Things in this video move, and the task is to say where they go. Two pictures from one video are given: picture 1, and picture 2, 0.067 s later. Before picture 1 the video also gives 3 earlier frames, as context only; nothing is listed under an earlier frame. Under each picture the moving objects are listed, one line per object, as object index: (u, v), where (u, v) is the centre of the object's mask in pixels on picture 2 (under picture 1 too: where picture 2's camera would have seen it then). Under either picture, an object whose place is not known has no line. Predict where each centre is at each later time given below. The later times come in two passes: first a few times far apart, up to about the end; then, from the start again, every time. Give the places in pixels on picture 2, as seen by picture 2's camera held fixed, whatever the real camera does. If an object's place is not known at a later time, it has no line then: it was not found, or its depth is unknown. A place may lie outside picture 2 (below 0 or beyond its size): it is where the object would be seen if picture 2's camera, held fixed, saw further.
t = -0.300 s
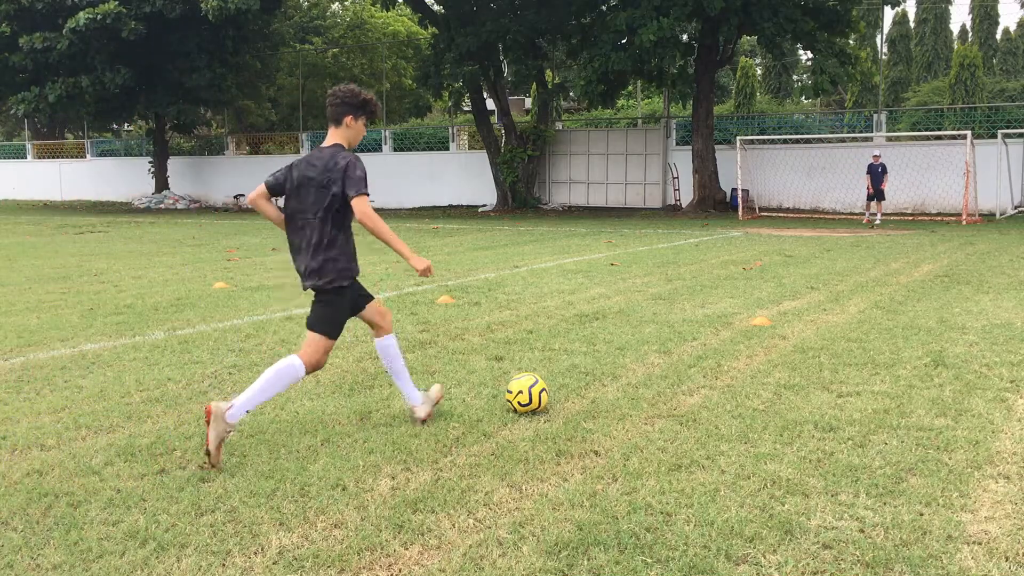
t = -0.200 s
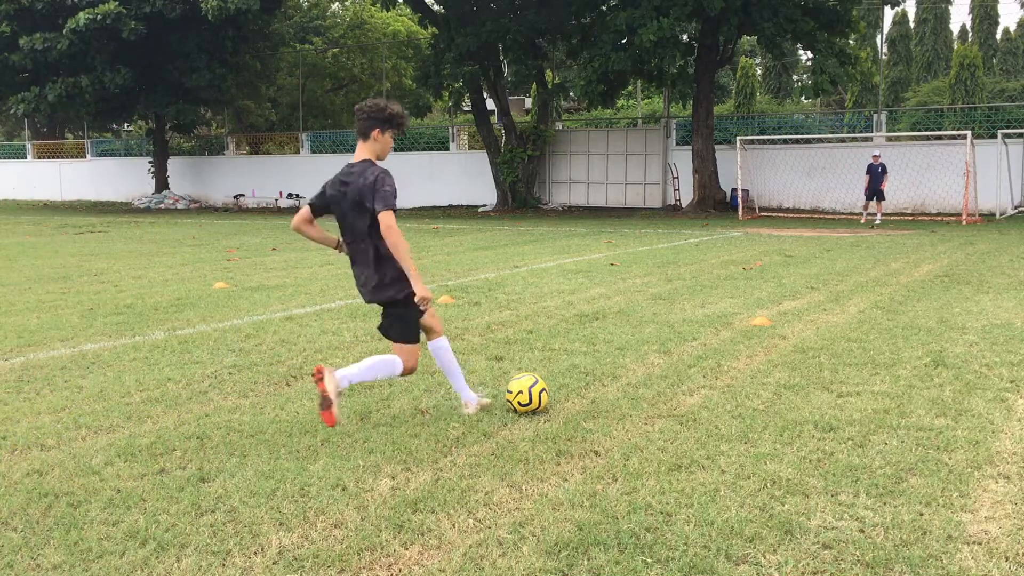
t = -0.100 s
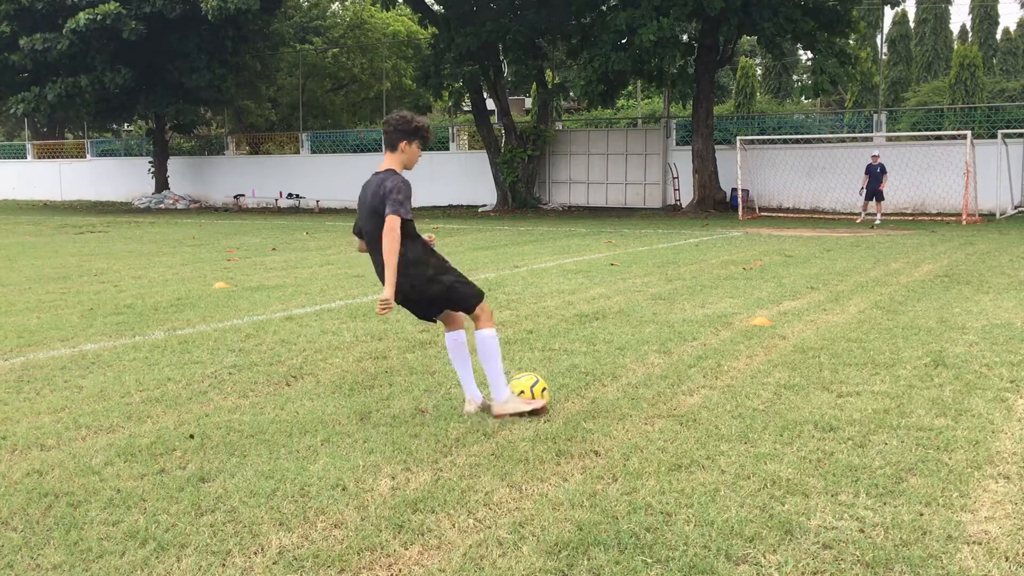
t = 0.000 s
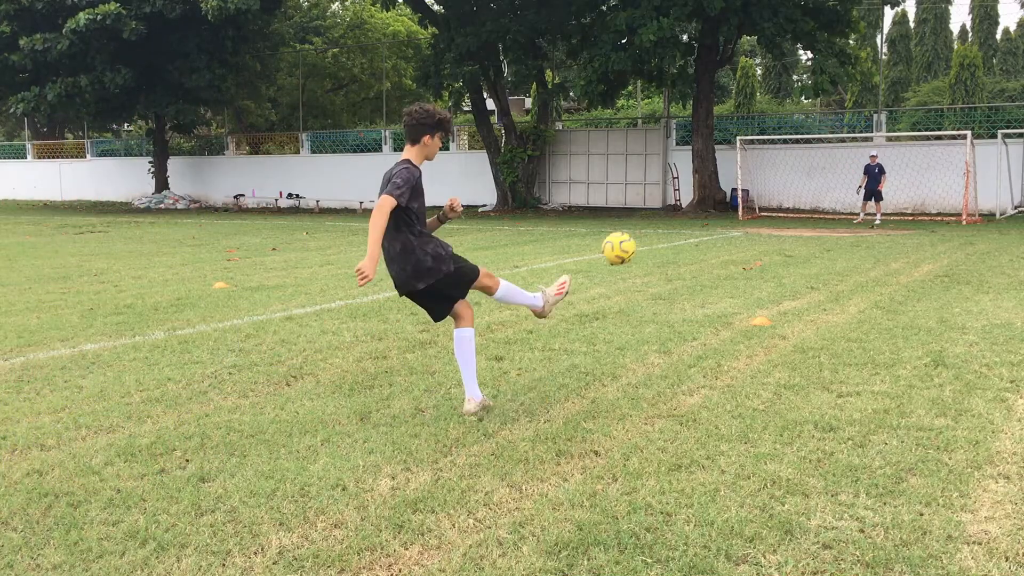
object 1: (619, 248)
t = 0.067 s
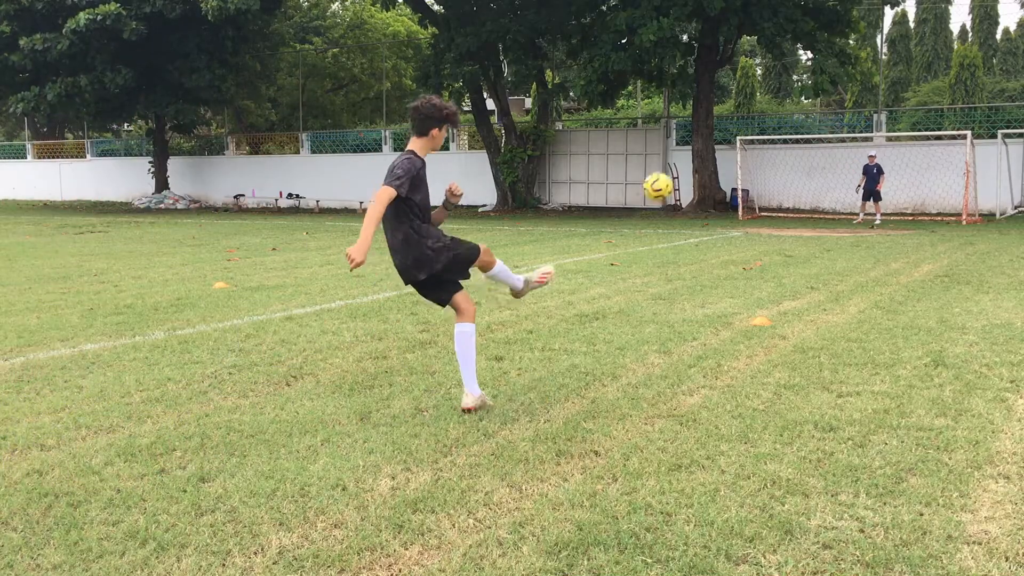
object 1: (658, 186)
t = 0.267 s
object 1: (721, 94)
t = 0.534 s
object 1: (750, 75)
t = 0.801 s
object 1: (752, 103)
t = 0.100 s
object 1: (673, 163)
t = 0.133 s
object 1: (686, 144)
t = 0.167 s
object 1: (697, 128)
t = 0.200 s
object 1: (706, 115)
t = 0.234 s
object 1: (714, 104)
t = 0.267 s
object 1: (721, 94)
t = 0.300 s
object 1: (727, 88)
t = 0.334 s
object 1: (732, 83)
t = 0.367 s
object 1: (736, 79)
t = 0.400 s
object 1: (740, 76)
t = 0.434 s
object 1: (742, 75)
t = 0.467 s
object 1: (745, 74)
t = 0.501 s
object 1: (748, 74)
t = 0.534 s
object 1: (750, 75)
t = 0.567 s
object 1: (751, 76)
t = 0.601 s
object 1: (751, 79)
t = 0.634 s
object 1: (752, 81)
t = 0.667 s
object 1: (752, 85)
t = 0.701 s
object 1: (752, 89)
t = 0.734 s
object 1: (752, 93)
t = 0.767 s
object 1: (752, 97)
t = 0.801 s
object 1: (752, 103)
